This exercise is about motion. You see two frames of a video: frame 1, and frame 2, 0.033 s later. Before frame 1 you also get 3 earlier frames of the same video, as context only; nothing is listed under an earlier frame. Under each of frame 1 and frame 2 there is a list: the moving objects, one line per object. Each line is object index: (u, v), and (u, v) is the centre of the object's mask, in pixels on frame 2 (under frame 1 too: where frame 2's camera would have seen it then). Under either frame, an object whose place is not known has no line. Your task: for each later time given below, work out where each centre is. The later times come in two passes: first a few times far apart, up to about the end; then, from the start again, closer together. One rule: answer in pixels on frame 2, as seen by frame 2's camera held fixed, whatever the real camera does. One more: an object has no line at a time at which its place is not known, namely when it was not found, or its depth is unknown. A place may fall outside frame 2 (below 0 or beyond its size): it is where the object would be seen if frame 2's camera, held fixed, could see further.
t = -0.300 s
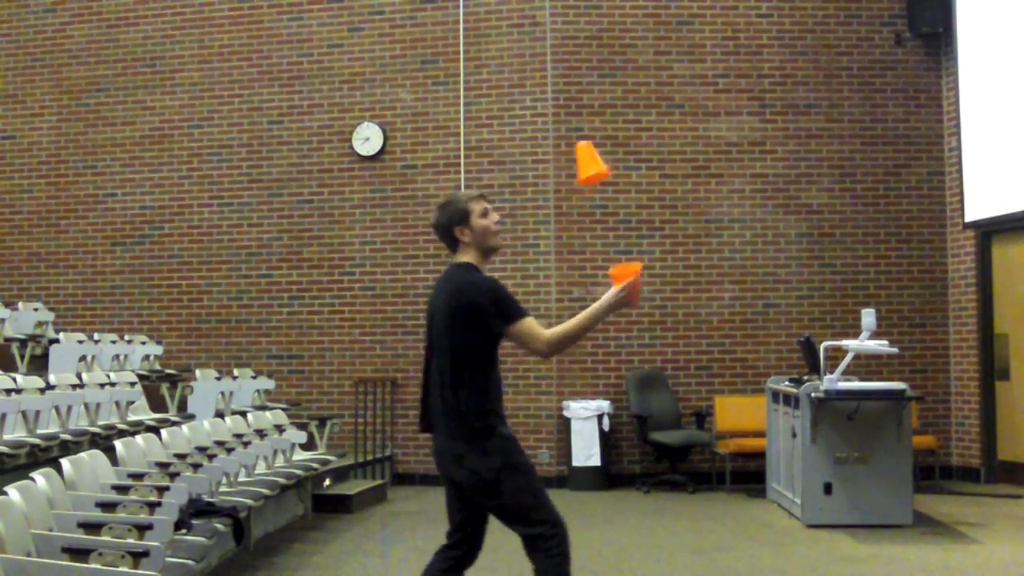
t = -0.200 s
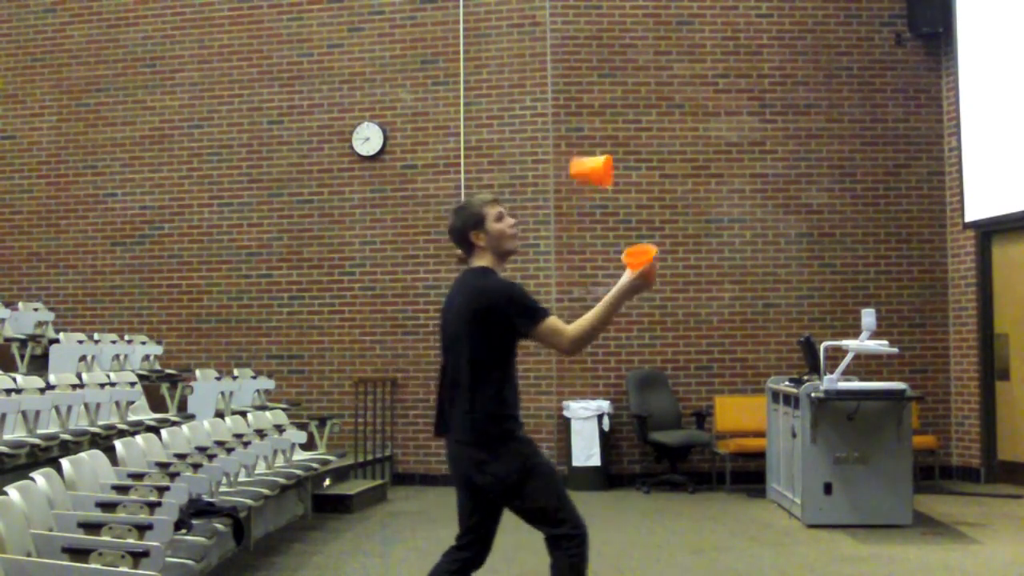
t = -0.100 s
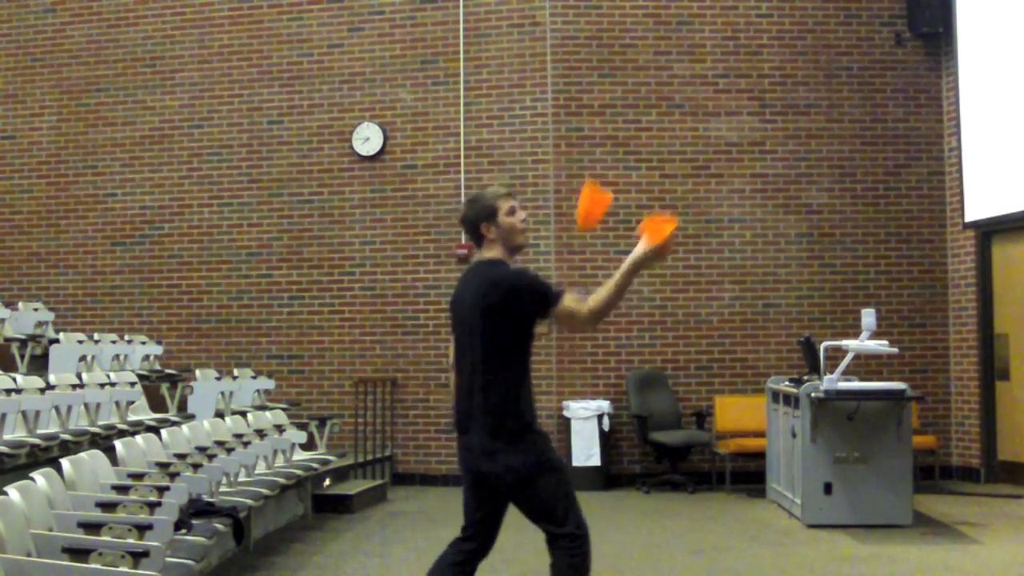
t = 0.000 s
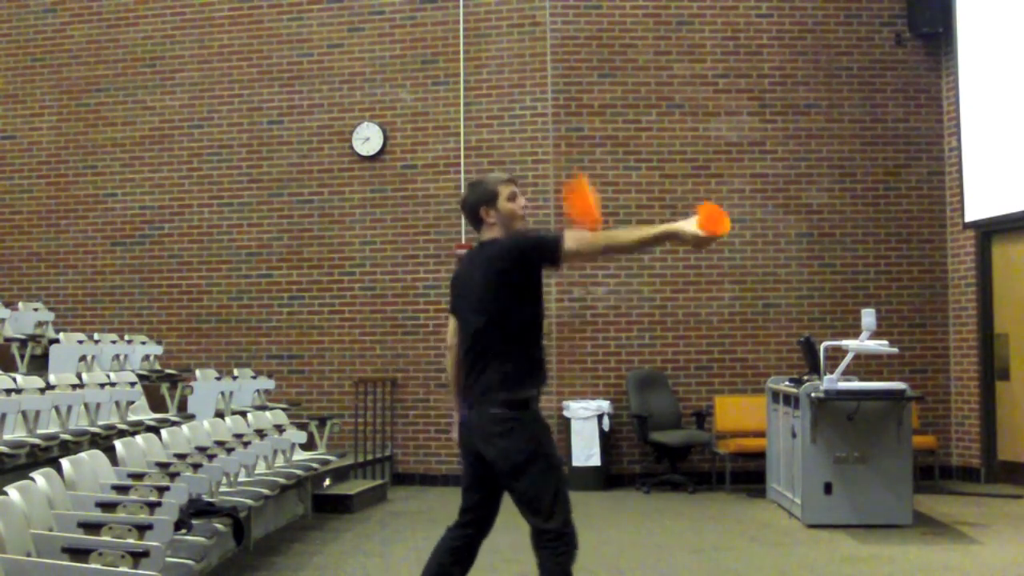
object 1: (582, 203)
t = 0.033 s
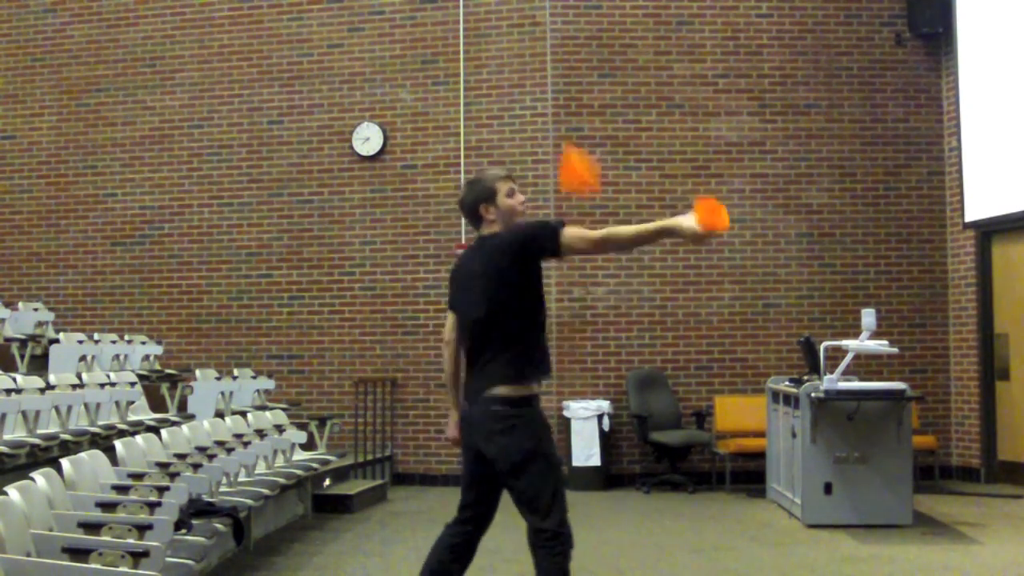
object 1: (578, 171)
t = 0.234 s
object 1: (567, 38)
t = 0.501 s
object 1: (539, 10)
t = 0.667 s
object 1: (523, 86)
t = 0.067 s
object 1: (577, 142)
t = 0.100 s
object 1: (573, 116)
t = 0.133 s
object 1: (570, 92)
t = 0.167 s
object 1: (568, 71)
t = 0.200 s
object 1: (568, 55)
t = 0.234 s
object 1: (567, 38)
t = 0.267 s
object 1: (566, 23)
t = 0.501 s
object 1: (539, 10)
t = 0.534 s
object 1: (533, 14)
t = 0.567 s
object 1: (530, 26)
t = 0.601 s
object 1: (528, 43)
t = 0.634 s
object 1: (525, 62)
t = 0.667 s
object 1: (523, 86)
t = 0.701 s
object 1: (524, 113)
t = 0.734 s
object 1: (525, 139)
